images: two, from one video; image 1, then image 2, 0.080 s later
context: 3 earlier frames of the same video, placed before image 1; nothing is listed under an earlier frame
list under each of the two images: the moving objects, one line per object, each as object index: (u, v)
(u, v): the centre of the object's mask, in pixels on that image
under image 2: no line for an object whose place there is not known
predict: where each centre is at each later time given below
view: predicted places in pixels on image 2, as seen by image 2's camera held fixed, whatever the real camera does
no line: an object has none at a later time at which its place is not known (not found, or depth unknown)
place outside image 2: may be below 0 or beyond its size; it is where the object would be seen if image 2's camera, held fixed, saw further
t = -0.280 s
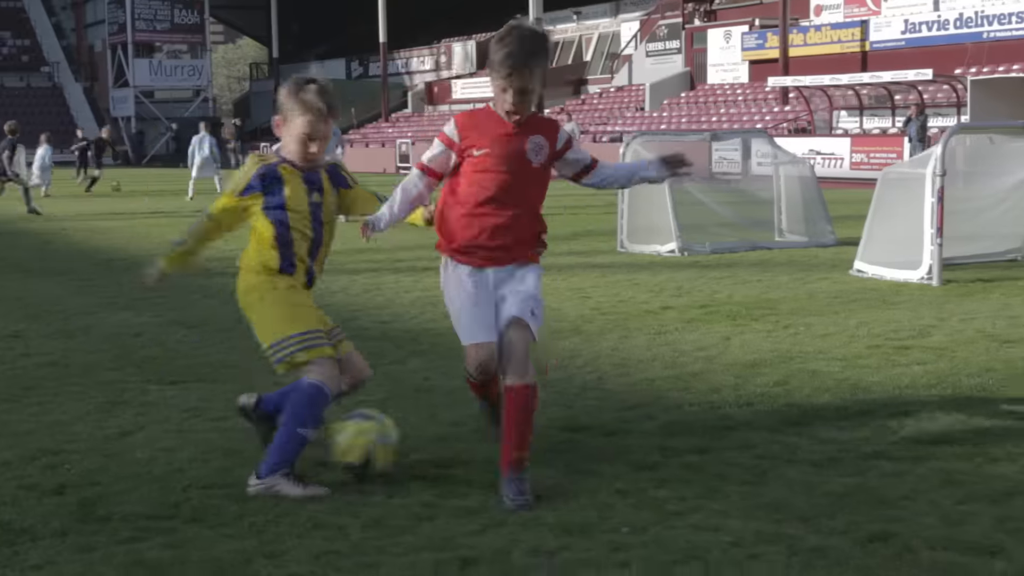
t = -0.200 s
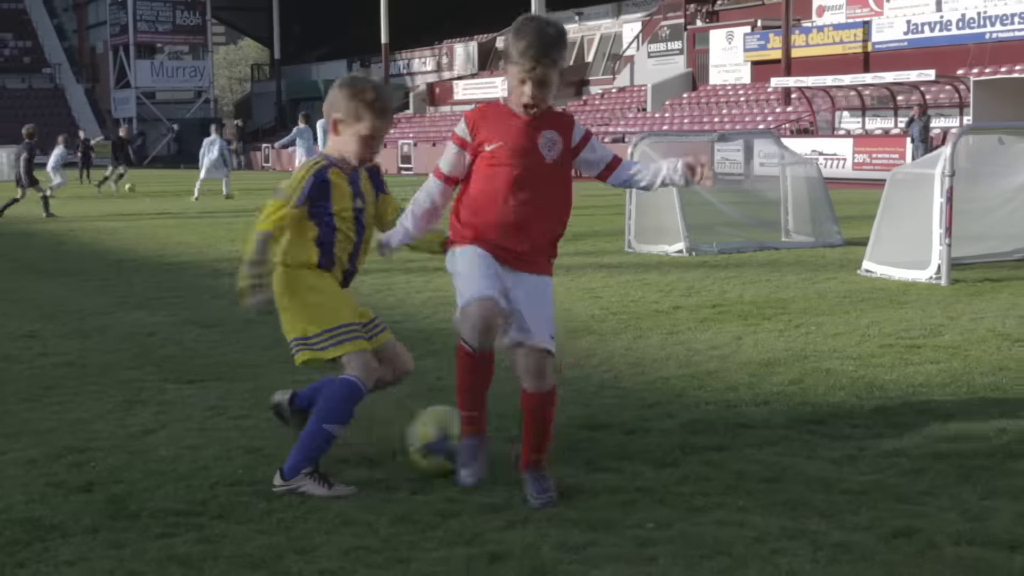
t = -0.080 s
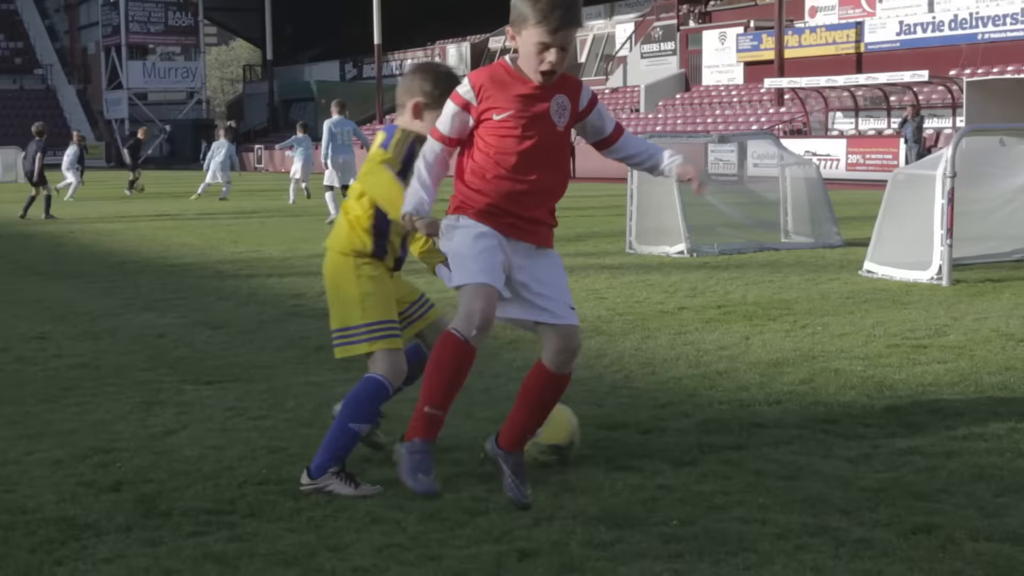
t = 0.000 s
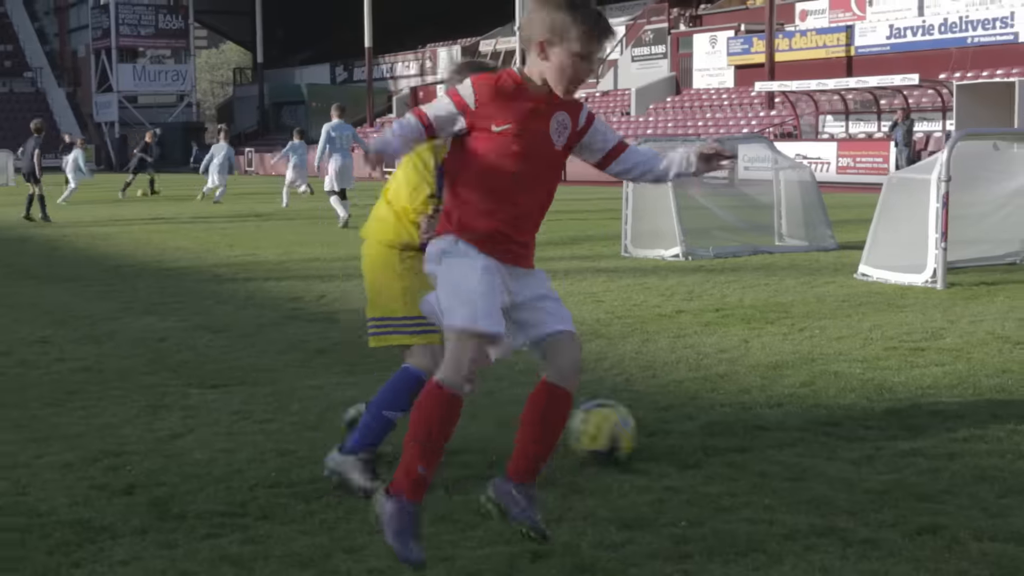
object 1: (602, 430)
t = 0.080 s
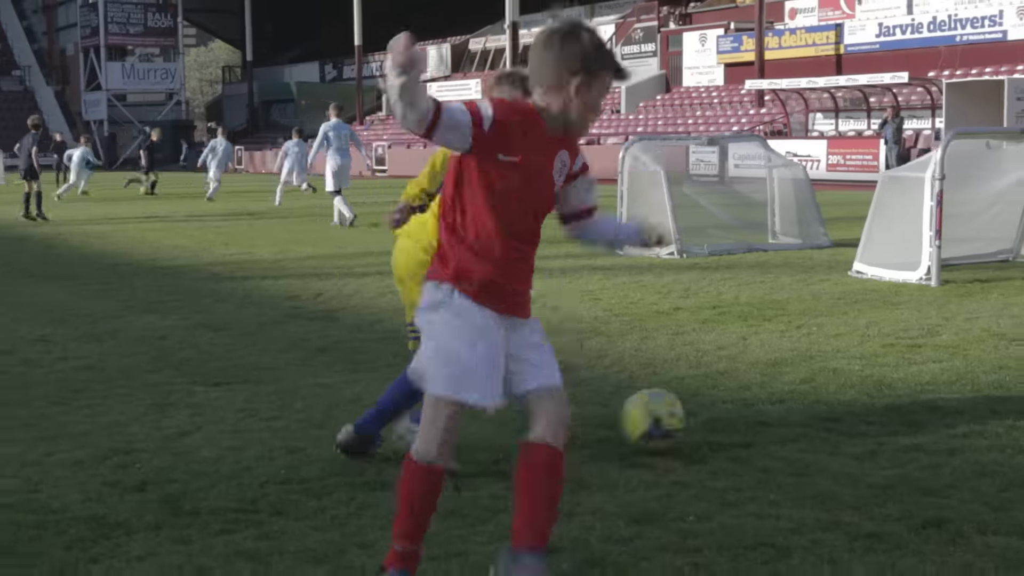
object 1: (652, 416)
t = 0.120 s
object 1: (674, 420)
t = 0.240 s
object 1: (738, 417)
